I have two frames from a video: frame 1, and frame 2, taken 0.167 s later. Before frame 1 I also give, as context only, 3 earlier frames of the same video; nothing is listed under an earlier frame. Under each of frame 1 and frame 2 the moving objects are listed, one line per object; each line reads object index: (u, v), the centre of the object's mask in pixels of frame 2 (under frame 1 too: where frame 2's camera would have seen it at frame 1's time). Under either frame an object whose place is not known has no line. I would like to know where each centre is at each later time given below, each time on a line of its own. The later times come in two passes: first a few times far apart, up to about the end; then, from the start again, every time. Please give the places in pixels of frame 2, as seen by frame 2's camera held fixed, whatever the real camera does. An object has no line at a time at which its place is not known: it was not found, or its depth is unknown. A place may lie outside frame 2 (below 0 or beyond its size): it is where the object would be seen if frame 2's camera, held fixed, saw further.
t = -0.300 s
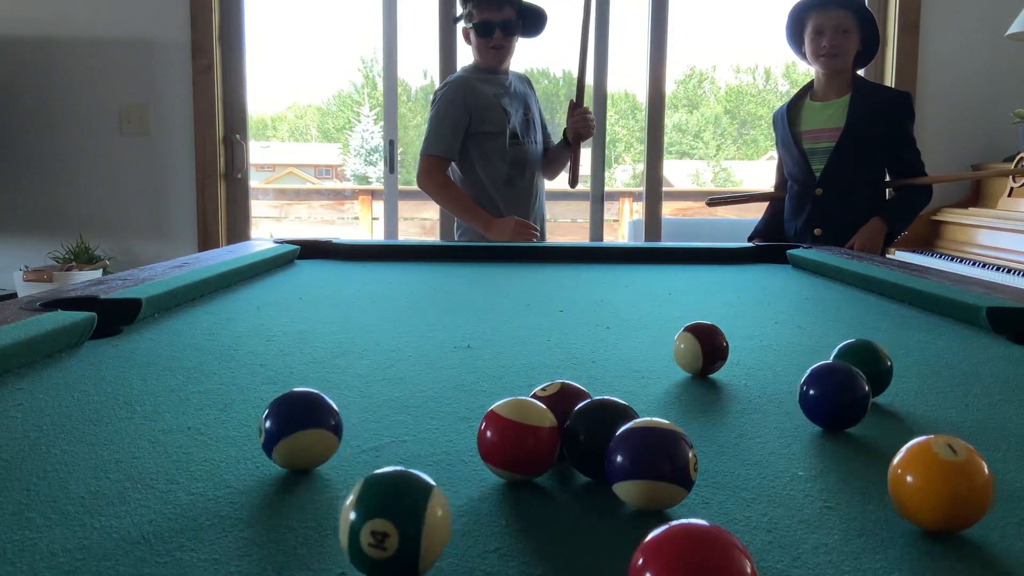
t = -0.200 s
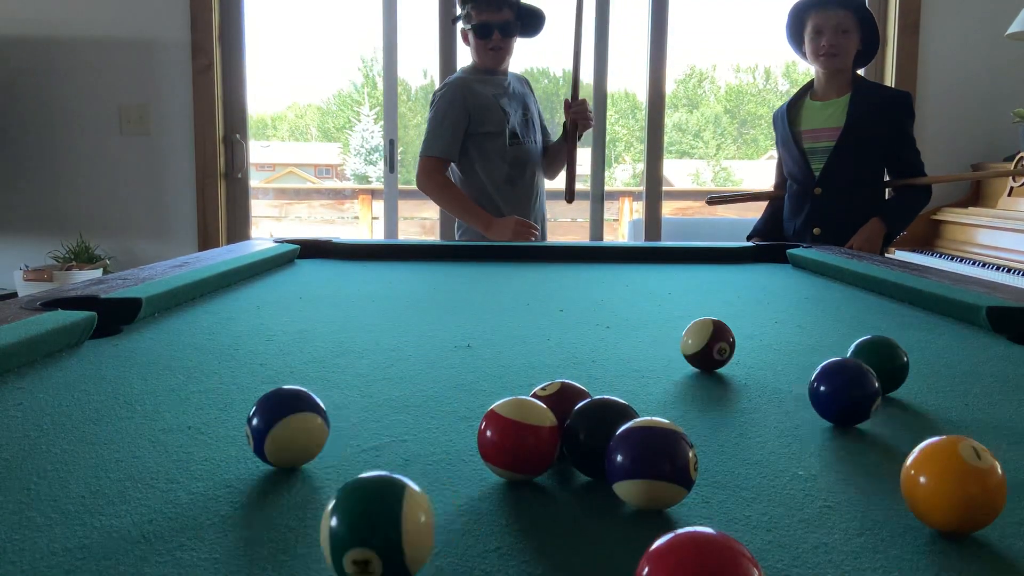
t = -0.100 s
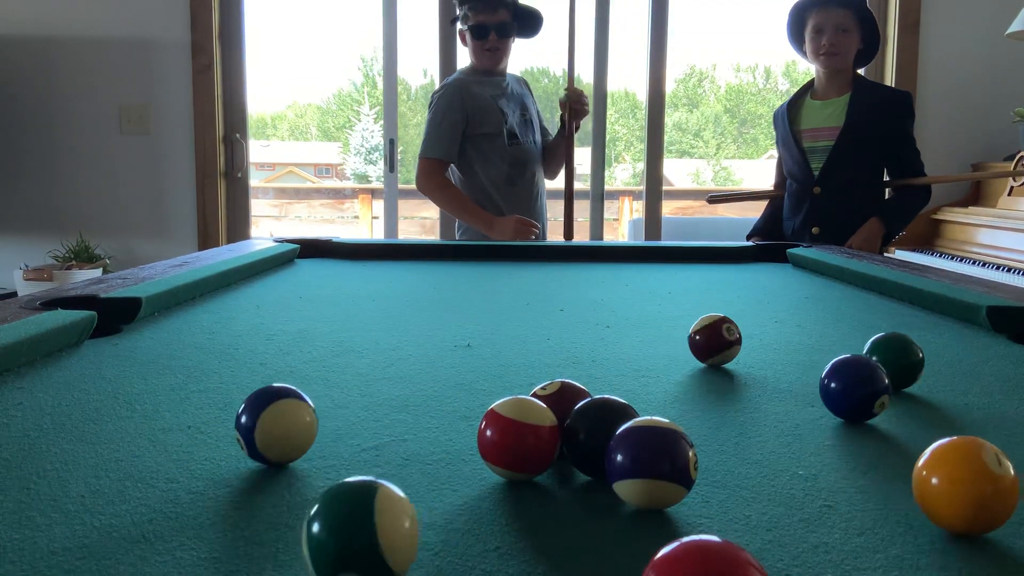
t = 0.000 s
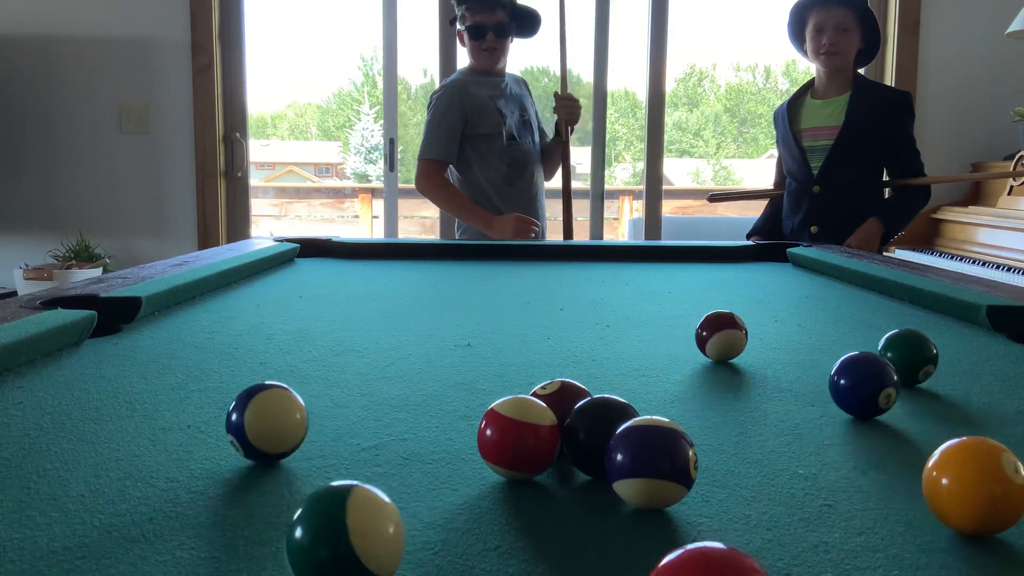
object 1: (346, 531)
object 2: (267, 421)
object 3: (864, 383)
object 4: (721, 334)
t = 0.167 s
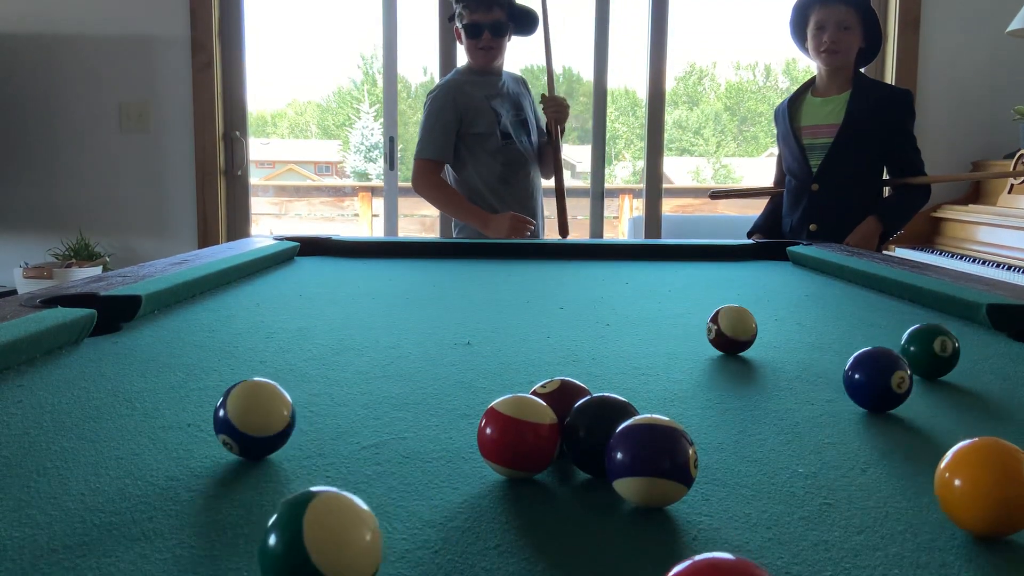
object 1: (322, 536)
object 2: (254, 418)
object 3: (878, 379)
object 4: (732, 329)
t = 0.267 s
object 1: (308, 539)
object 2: (249, 417)
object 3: (885, 377)
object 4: (737, 326)
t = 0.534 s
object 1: (278, 546)
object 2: (239, 414)
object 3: (885, 370)
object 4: (750, 320)
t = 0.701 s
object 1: (261, 550)
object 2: (235, 413)
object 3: (846, 362)
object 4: (757, 317)
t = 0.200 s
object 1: (317, 537)
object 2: (252, 418)
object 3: (880, 378)
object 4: (734, 328)
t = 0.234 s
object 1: (313, 538)
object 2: (250, 417)
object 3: (882, 378)
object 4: (735, 327)
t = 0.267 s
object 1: (308, 539)
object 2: (249, 417)
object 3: (885, 377)
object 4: (737, 326)
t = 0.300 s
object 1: (304, 540)
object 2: (247, 416)
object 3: (887, 376)
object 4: (739, 326)
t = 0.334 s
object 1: (300, 541)
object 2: (246, 416)
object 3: (889, 376)
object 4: (741, 325)
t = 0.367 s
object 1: (296, 541)
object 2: (245, 415)
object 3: (891, 375)
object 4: (742, 324)
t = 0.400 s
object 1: (292, 542)
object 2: (244, 415)
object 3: (894, 374)
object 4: (744, 323)
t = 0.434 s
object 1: (288, 543)
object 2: (243, 415)
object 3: (895, 374)
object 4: (746, 322)
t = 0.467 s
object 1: (285, 544)
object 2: (242, 414)
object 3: (897, 373)
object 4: (747, 322)
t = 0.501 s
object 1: (281, 545)
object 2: (240, 414)
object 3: (896, 372)
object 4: (749, 321)
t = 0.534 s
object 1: (278, 546)
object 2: (239, 414)
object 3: (885, 370)
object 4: (750, 320)
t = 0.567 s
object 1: (274, 547)
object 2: (238, 413)
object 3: (876, 368)
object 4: (751, 319)
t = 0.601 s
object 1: (271, 548)
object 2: (237, 413)
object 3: (869, 367)
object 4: (753, 318)
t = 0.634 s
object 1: (267, 548)
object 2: (236, 413)
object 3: (861, 365)
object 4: (754, 318)
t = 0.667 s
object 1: (264, 549)
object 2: (236, 413)
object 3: (853, 364)
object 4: (755, 317)
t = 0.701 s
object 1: (261, 550)
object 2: (235, 413)
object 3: (846, 362)
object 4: (757, 317)
